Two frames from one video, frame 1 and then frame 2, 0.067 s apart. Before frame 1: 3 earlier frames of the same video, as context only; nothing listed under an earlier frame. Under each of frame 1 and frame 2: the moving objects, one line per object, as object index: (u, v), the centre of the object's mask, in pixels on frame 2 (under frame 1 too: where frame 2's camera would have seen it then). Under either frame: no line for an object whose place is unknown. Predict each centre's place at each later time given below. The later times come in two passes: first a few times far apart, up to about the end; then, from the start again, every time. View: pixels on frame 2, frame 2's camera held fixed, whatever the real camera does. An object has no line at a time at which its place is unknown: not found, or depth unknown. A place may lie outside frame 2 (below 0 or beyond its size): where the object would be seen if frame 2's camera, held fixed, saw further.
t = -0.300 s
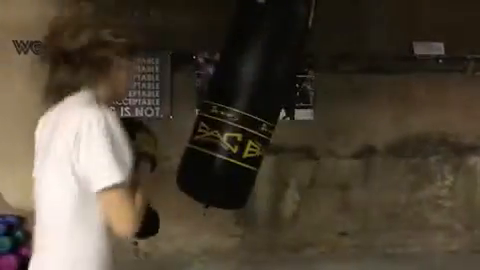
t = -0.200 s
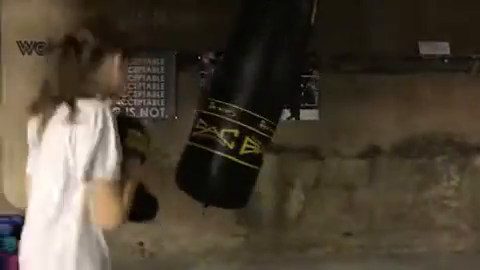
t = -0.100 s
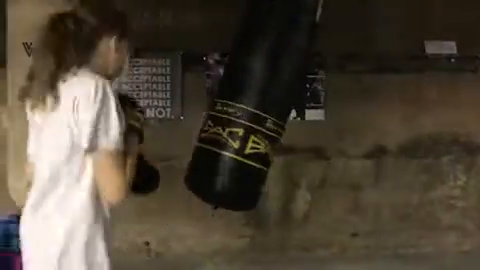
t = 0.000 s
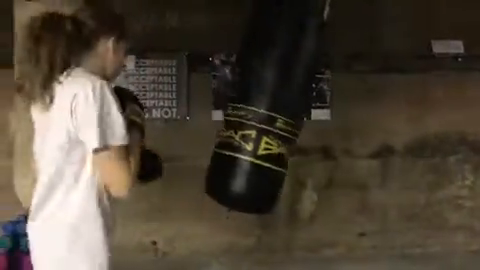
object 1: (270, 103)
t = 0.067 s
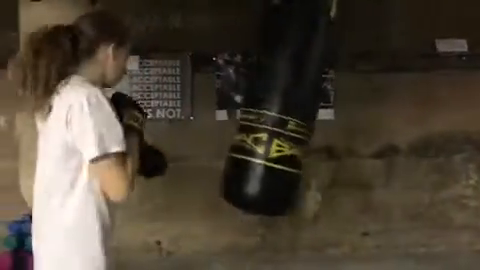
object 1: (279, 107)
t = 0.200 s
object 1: (301, 109)
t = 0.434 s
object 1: (344, 107)
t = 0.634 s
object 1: (369, 98)
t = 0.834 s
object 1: (373, 89)
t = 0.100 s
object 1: (282, 109)
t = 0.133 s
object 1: (291, 108)
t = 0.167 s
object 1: (295, 108)
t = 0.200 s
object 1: (301, 109)
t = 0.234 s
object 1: (307, 109)
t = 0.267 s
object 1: (314, 109)
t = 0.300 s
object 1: (320, 109)
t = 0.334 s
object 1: (326, 109)
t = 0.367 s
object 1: (332, 109)
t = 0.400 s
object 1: (339, 108)
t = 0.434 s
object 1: (344, 107)
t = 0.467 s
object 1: (350, 106)
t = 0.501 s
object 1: (355, 105)
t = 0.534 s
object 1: (359, 104)
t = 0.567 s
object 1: (364, 101)
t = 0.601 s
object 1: (368, 100)
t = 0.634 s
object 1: (369, 98)
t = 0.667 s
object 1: (371, 97)
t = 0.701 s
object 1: (372, 95)
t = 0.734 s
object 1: (374, 93)
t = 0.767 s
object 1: (373, 91)
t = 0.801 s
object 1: (374, 90)
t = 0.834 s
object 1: (373, 89)
